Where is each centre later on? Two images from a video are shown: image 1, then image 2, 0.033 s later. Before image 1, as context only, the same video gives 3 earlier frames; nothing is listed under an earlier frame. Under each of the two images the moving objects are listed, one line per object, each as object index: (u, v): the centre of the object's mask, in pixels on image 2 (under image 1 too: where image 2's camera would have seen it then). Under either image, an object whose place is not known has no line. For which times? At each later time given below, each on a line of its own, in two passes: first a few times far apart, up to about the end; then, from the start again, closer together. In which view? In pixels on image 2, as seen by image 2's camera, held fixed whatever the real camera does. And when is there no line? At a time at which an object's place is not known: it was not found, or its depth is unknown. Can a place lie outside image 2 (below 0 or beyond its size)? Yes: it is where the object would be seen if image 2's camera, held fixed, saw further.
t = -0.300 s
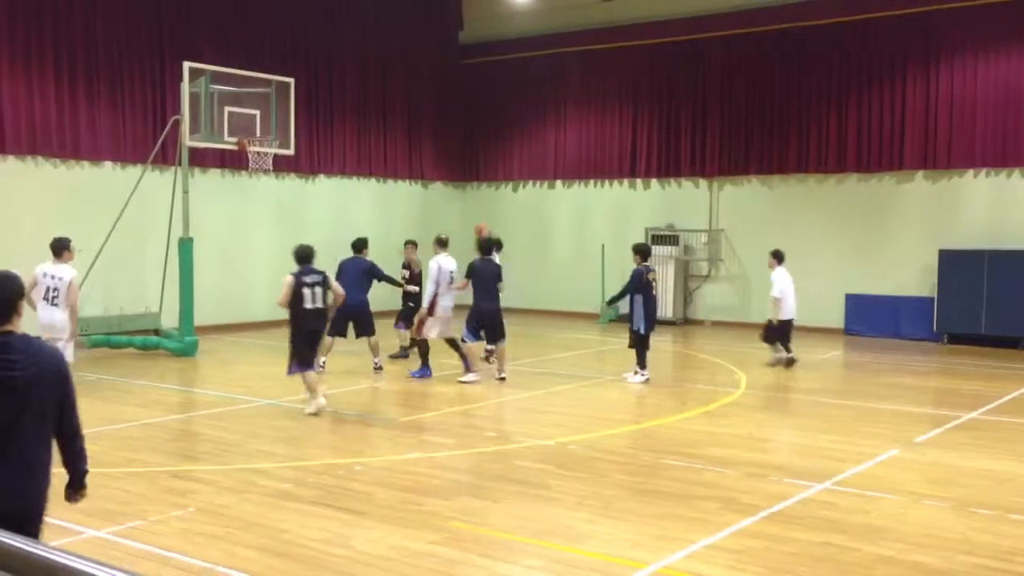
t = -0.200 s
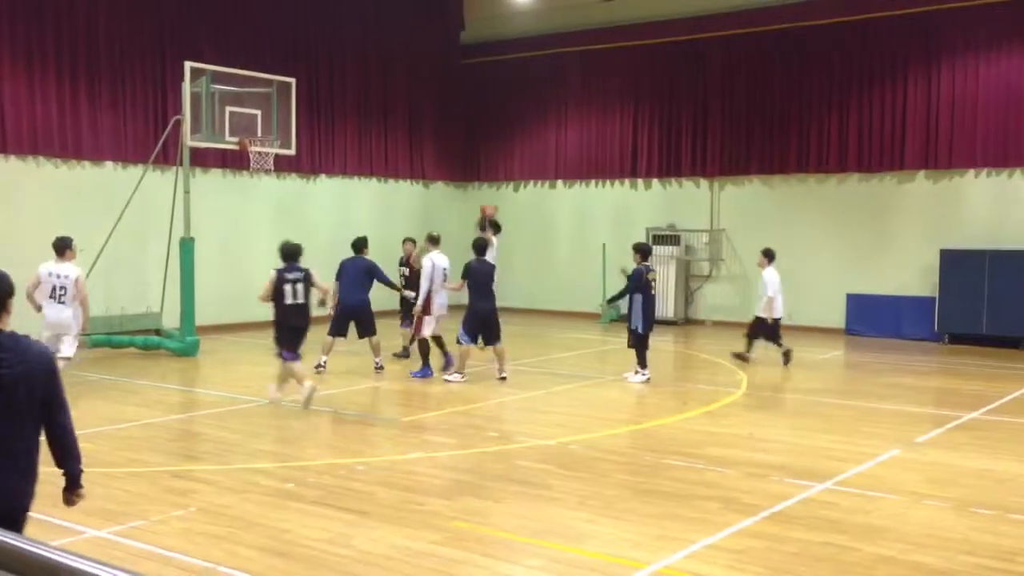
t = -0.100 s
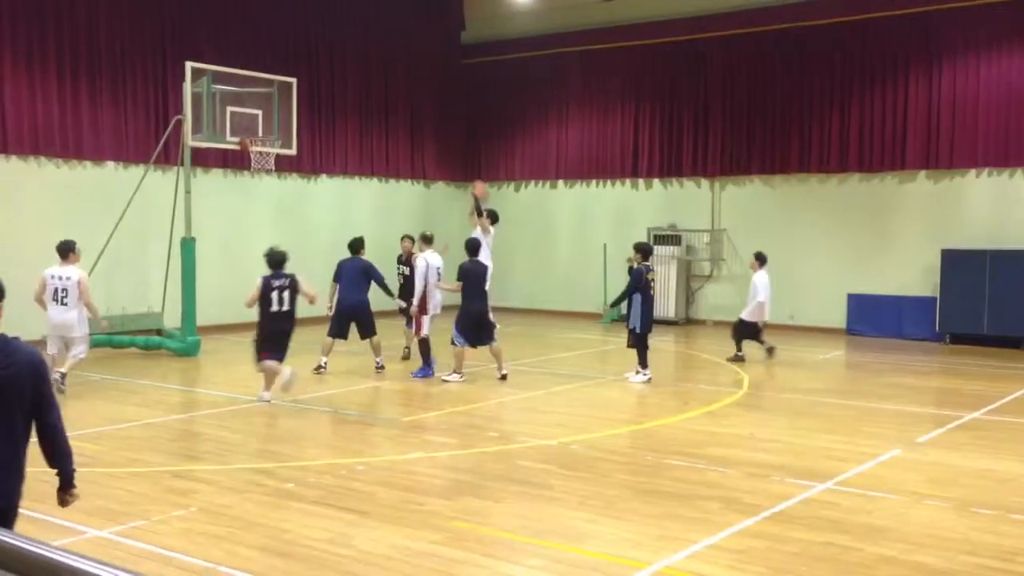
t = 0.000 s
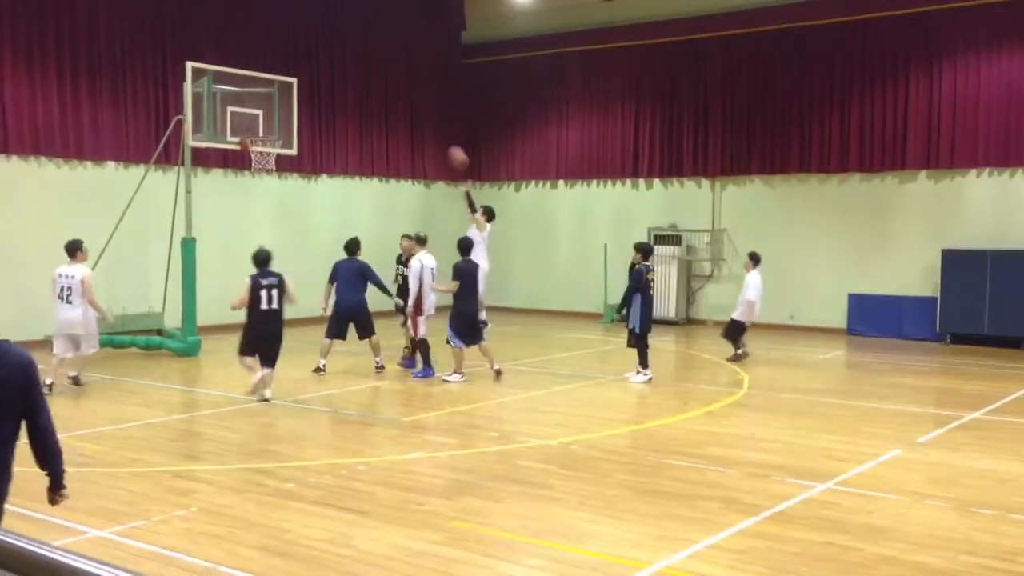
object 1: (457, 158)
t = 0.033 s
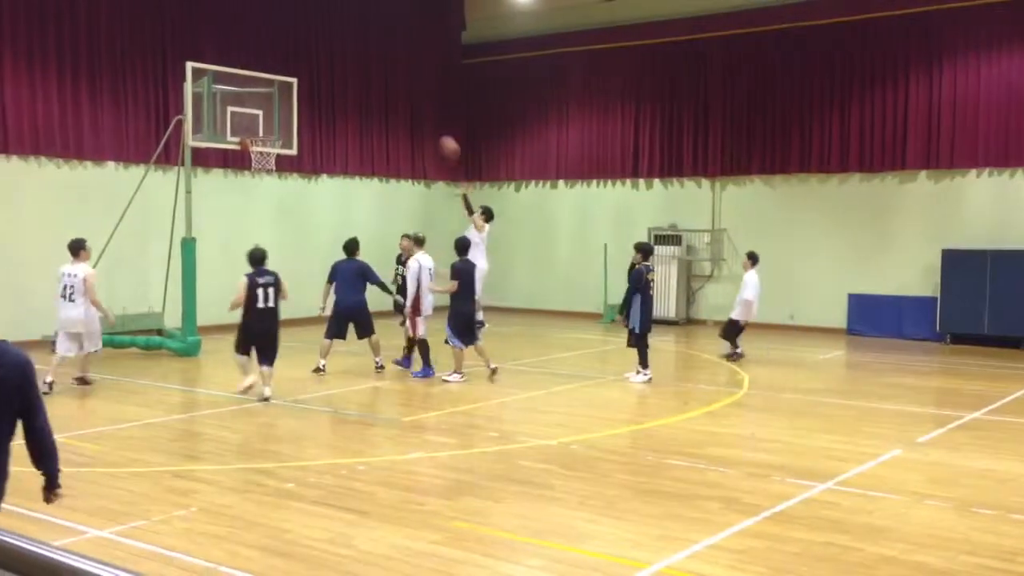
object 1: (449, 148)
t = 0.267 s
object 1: (393, 98)
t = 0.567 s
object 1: (319, 90)
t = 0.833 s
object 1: (261, 130)
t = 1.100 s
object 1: (260, 130)
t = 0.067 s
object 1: (442, 139)
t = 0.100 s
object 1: (433, 129)
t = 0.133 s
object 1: (425, 121)
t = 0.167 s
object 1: (417, 114)
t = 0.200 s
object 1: (409, 109)
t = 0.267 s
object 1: (393, 98)
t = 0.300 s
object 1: (384, 93)
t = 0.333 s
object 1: (376, 90)
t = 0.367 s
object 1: (369, 88)
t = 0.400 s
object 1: (360, 87)
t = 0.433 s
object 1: (352, 86)
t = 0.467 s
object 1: (344, 85)
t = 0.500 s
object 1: (336, 86)
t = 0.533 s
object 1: (327, 88)
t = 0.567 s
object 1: (319, 90)
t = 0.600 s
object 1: (311, 93)
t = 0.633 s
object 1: (305, 95)
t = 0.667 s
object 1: (297, 100)
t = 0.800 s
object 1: (265, 124)
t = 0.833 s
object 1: (261, 130)
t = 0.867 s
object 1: (260, 130)
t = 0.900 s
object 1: (260, 130)
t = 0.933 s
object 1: (260, 130)
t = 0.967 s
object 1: (260, 130)
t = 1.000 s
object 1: (260, 130)
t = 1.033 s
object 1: (260, 130)
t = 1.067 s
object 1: (260, 130)
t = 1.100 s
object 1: (260, 130)
